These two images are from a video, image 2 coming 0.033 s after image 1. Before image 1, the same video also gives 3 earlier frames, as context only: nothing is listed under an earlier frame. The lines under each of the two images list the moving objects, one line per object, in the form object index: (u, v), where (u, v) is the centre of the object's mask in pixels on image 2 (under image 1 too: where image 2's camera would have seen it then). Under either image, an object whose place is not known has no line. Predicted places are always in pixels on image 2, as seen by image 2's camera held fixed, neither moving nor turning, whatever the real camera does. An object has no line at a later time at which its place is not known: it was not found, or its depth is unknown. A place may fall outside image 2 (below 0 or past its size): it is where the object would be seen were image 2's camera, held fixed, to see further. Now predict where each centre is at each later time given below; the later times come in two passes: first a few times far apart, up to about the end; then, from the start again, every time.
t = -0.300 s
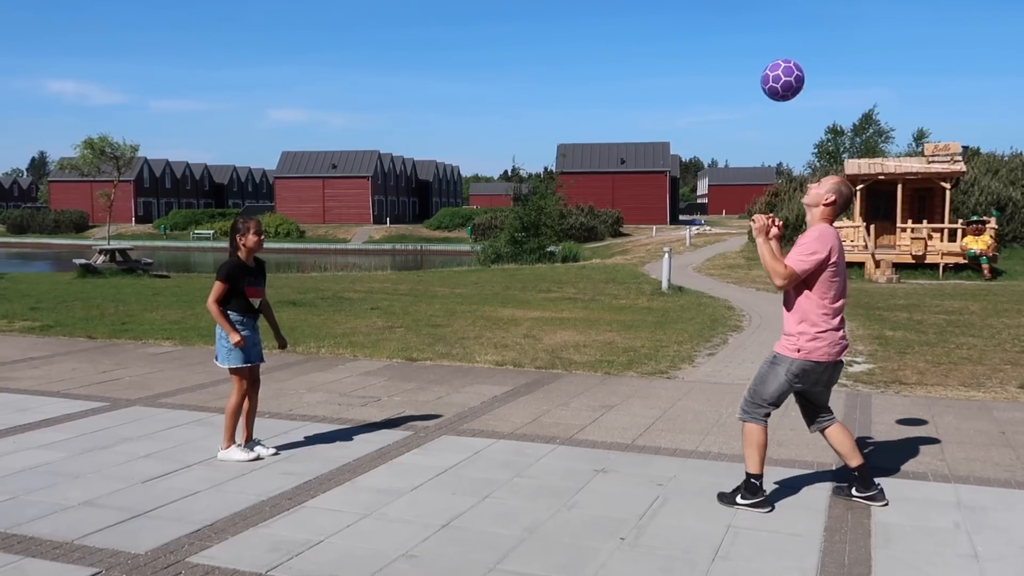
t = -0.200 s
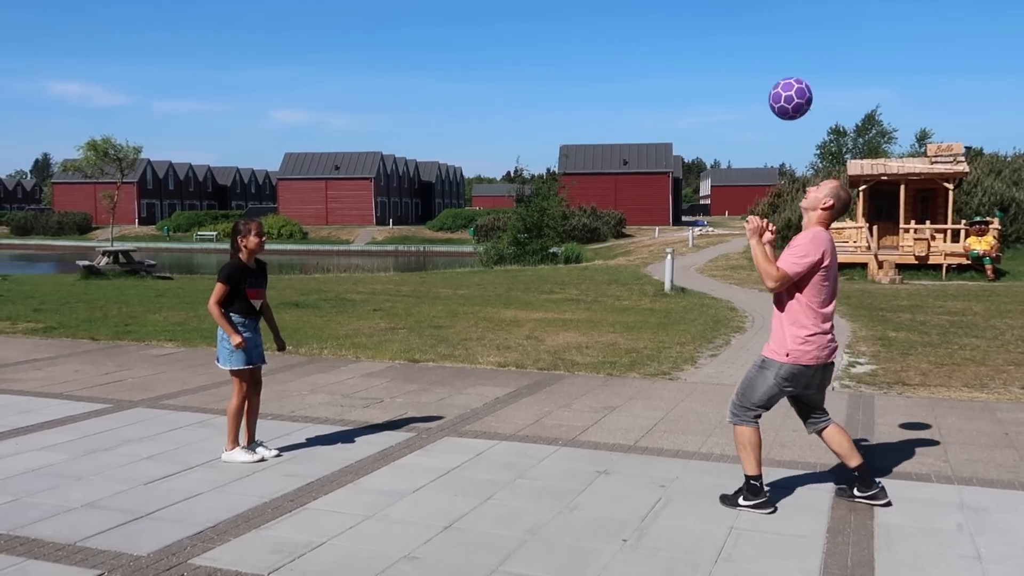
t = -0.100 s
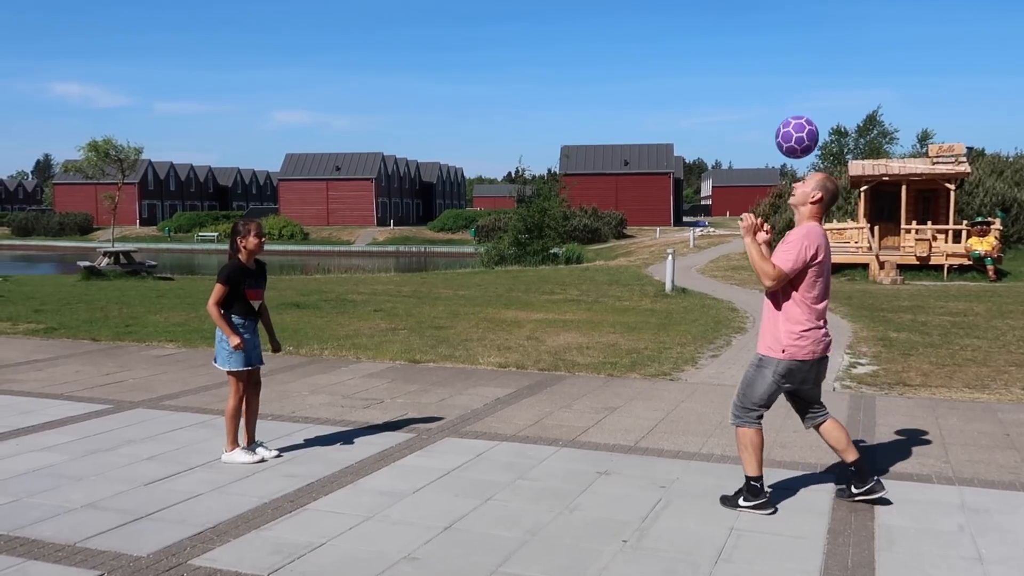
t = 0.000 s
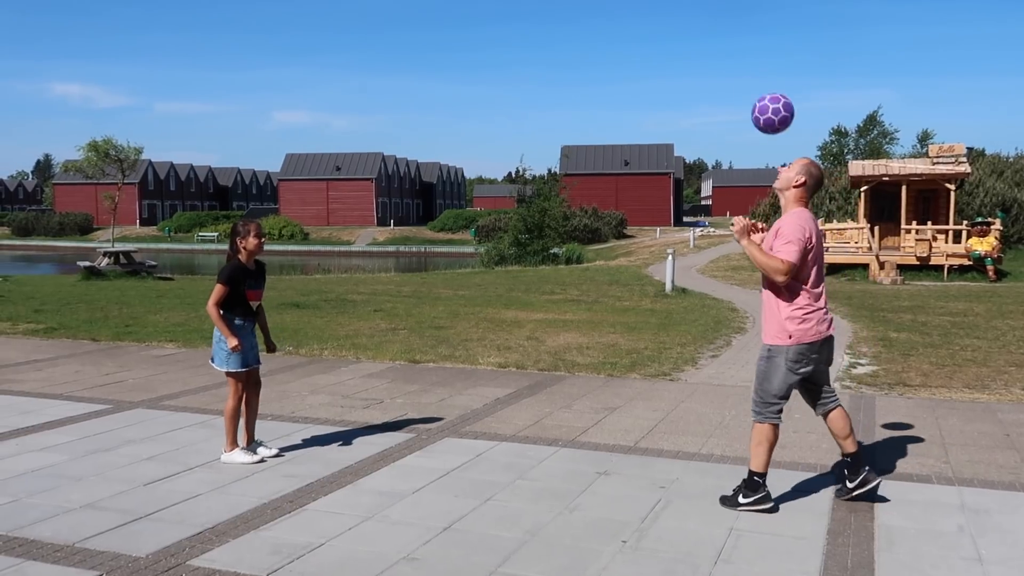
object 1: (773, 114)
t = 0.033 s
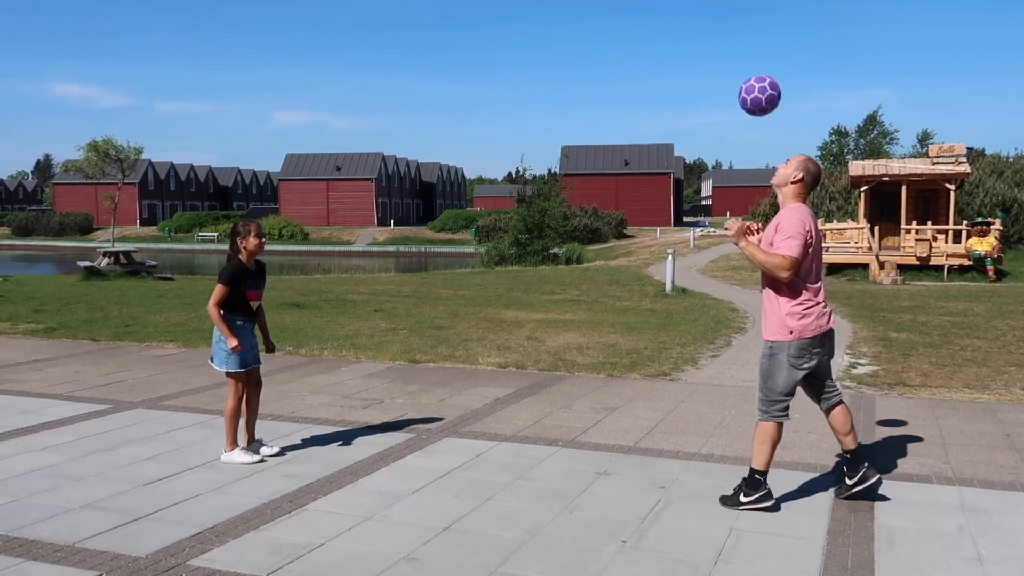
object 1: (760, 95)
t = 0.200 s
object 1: (697, 38)
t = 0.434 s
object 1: (615, 50)
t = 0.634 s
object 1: (553, 136)
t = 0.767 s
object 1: (516, 227)
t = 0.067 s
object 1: (747, 79)
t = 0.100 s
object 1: (734, 66)
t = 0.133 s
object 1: (721, 54)
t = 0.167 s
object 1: (709, 45)
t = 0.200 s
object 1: (697, 38)
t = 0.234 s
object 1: (684, 34)
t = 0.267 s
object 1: (672, 31)
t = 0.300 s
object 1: (661, 31)
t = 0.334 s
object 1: (649, 32)
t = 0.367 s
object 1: (638, 36)
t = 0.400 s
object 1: (626, 42)
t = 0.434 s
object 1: (615, 50)
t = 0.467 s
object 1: (604, 60)
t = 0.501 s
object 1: (594, 71)
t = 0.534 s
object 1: (583, 85)
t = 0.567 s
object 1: (573, 100)
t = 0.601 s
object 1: (563, 117)
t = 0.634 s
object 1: (553, 136)
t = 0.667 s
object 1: (543, 156)
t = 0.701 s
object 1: (534, 178)
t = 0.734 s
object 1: (525, 202)
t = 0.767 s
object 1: (516, 227)
